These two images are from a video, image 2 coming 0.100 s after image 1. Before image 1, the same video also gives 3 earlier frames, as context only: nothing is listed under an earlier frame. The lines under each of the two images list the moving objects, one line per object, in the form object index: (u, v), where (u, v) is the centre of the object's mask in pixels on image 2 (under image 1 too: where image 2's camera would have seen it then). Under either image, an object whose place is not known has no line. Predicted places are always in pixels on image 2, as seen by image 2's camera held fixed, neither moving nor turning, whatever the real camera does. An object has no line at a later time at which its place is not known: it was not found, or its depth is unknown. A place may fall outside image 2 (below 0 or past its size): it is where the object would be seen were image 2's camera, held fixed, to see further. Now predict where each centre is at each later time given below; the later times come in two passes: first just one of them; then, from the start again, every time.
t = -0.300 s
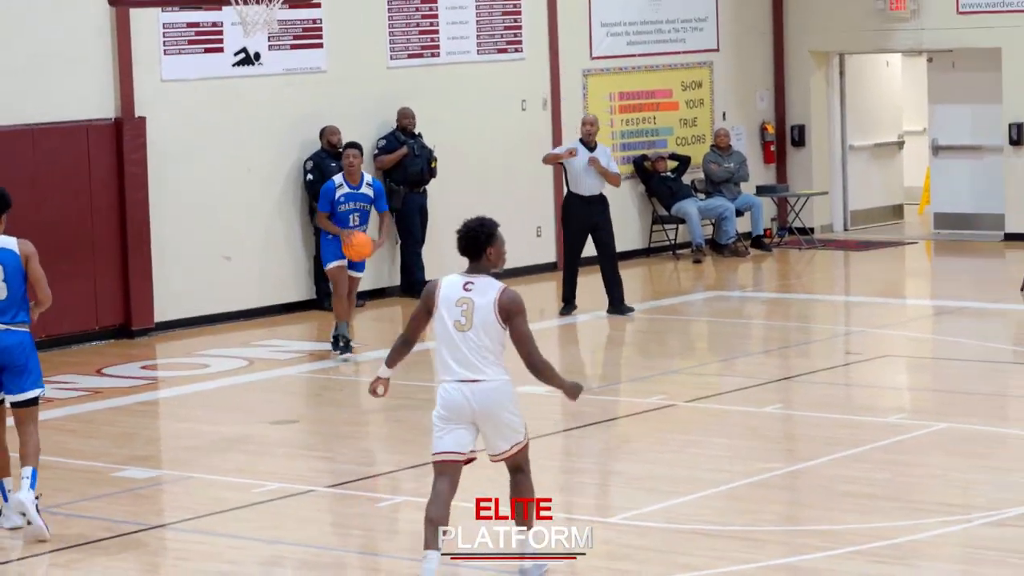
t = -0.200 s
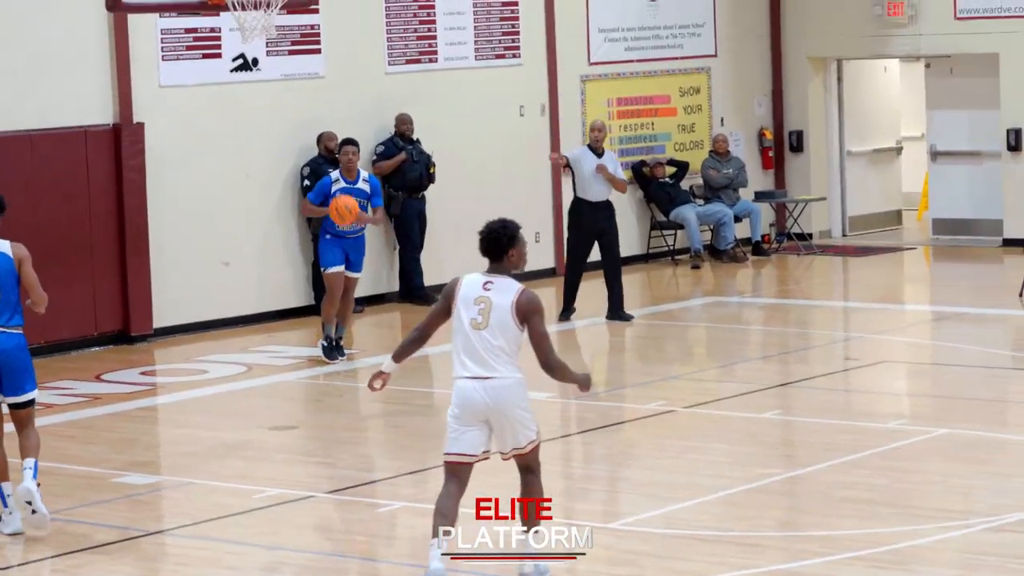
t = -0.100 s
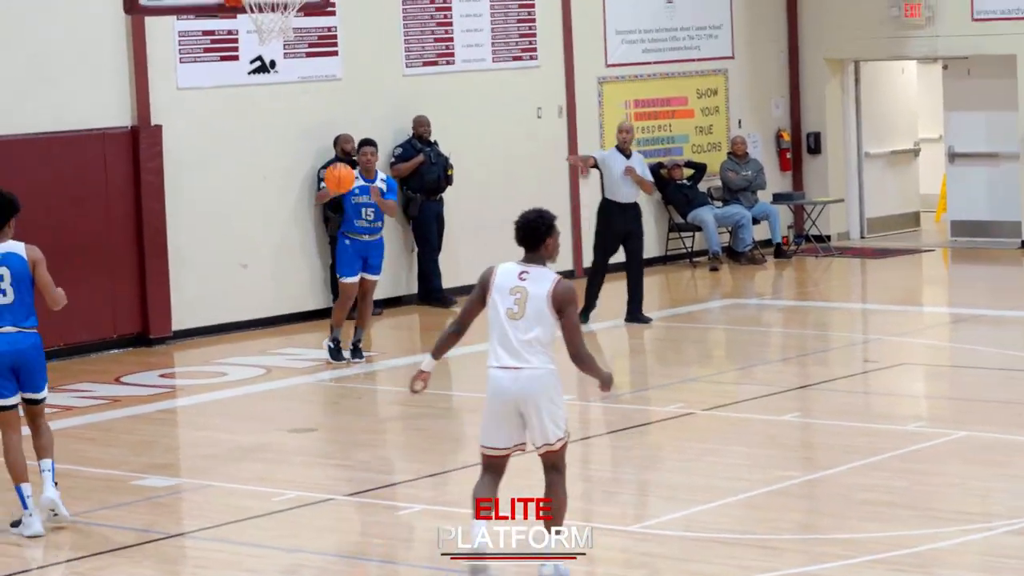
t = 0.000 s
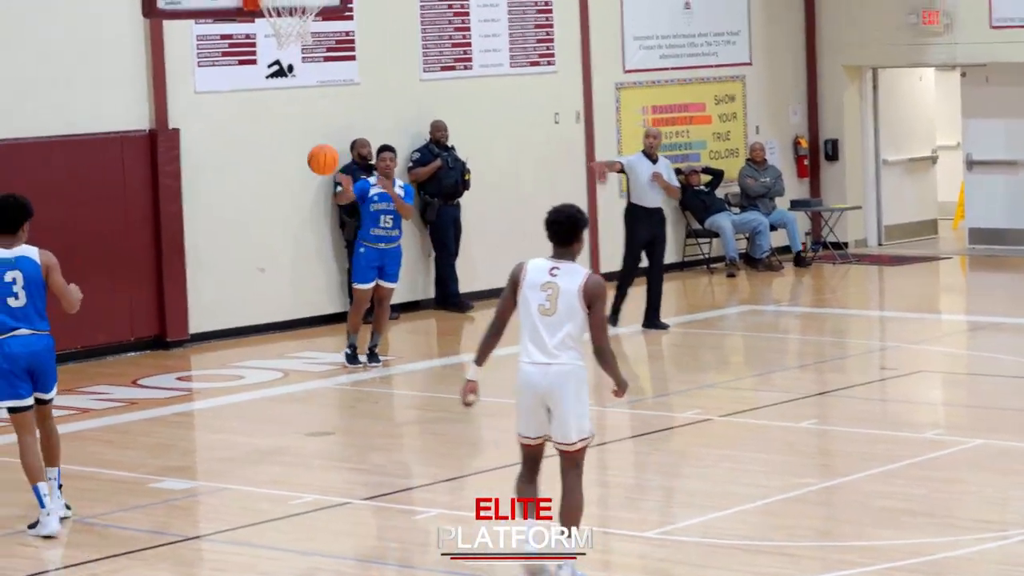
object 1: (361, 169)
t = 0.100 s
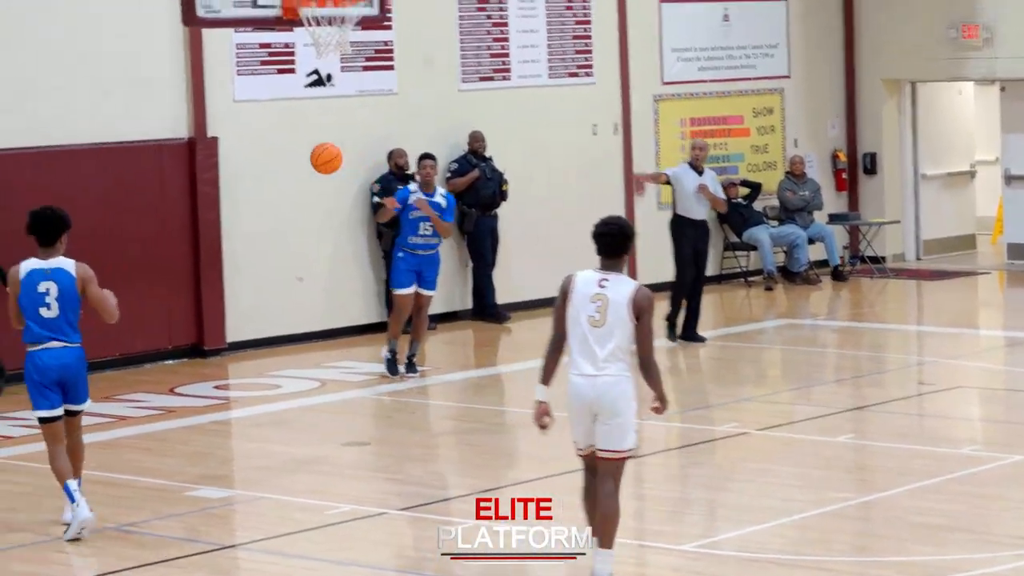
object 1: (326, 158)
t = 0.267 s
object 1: (266, 168)
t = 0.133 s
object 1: (314, 157)
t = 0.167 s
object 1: (303, 157)
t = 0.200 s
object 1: (291, 159)
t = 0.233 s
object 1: (279, 163)
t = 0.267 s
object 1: (266, 168)
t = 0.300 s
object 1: (254, 174)
